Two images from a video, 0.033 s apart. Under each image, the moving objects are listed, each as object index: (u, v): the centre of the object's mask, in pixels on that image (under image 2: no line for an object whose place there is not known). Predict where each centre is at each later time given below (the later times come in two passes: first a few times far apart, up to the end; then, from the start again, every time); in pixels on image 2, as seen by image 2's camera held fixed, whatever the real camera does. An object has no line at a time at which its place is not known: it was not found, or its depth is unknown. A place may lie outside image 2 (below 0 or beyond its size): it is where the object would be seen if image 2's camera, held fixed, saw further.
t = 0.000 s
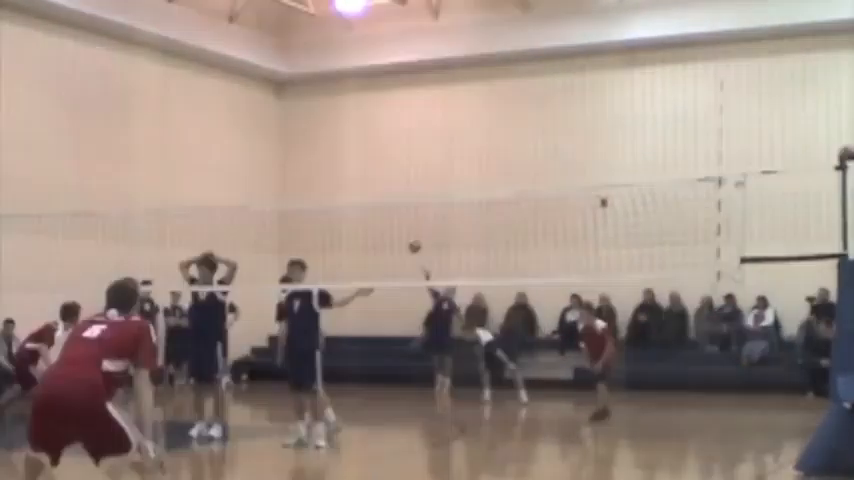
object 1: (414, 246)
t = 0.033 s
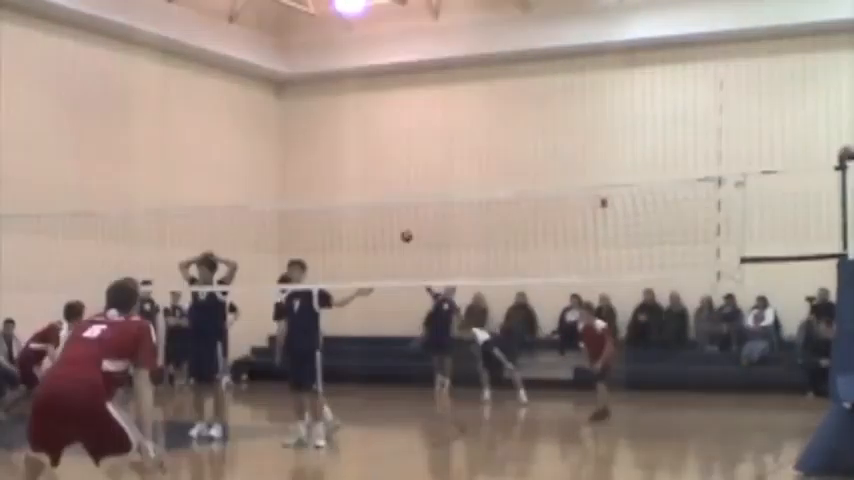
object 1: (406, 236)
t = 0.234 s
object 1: (348, 178)
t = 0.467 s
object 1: (259, 130)
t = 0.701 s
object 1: (140, 115)
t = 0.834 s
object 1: (52, 132)
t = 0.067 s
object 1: (398, 225)
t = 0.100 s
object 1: (390, 215)
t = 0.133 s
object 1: (380, 207)
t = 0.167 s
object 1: (370, 194)
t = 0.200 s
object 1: (360, 188)
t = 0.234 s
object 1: (348, 178)
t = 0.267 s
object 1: (337, 170)
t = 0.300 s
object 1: (325, 162)
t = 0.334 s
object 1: (313, 155)
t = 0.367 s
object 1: (300, 148)
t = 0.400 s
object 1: (286, 142)
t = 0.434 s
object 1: (273, 136)
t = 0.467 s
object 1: (259, 130)
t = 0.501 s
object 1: (245, 126)
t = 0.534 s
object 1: (230, 122)
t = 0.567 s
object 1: (214, 119)
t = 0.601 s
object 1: (197, 116)
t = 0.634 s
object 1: (179, 115)
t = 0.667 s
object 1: (160, 115)
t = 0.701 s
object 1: (140, 115)
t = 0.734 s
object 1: (119, 117)
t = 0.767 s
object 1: (98, 120)
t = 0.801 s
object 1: (75, 126)
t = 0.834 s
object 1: (52, 132)
